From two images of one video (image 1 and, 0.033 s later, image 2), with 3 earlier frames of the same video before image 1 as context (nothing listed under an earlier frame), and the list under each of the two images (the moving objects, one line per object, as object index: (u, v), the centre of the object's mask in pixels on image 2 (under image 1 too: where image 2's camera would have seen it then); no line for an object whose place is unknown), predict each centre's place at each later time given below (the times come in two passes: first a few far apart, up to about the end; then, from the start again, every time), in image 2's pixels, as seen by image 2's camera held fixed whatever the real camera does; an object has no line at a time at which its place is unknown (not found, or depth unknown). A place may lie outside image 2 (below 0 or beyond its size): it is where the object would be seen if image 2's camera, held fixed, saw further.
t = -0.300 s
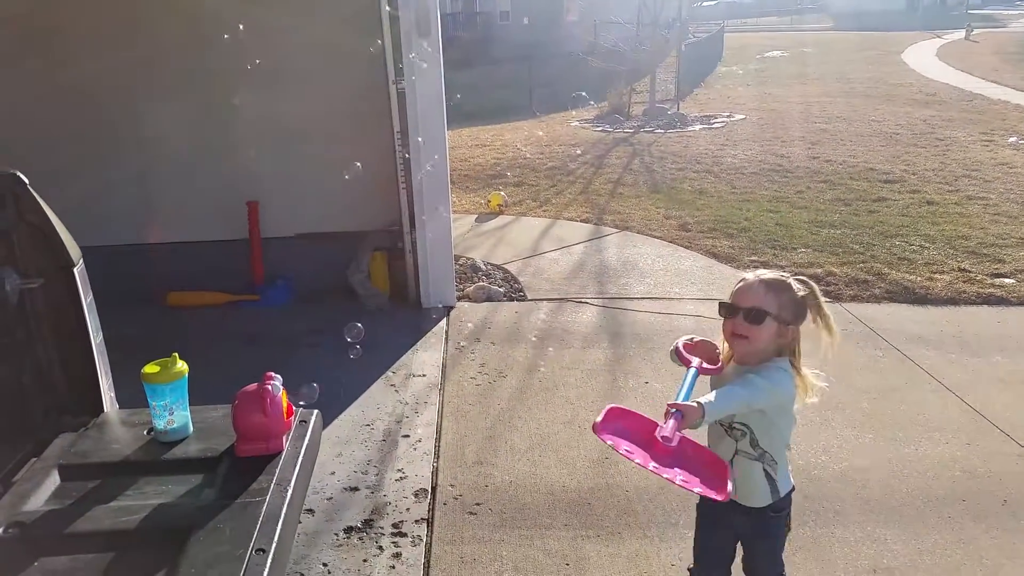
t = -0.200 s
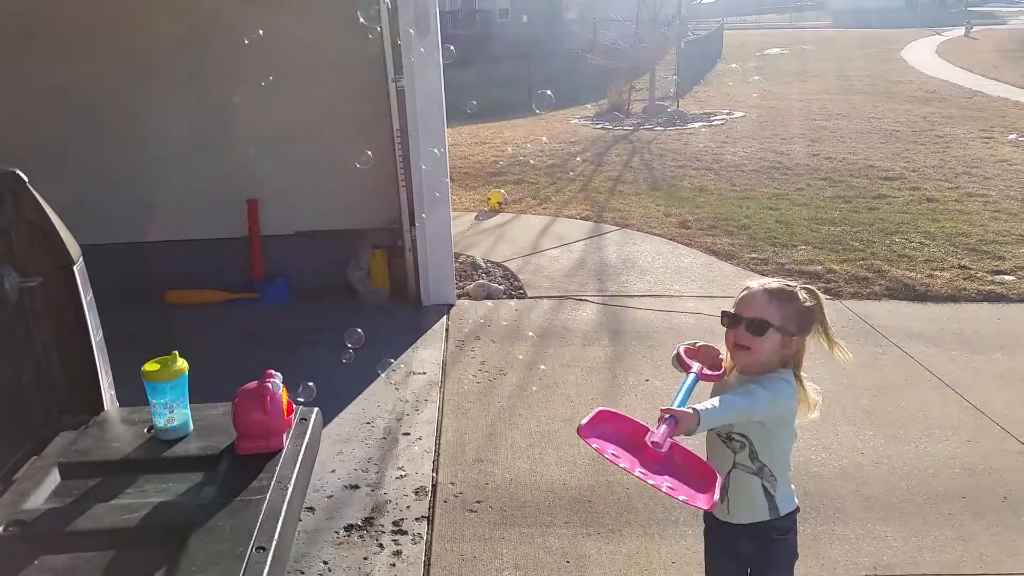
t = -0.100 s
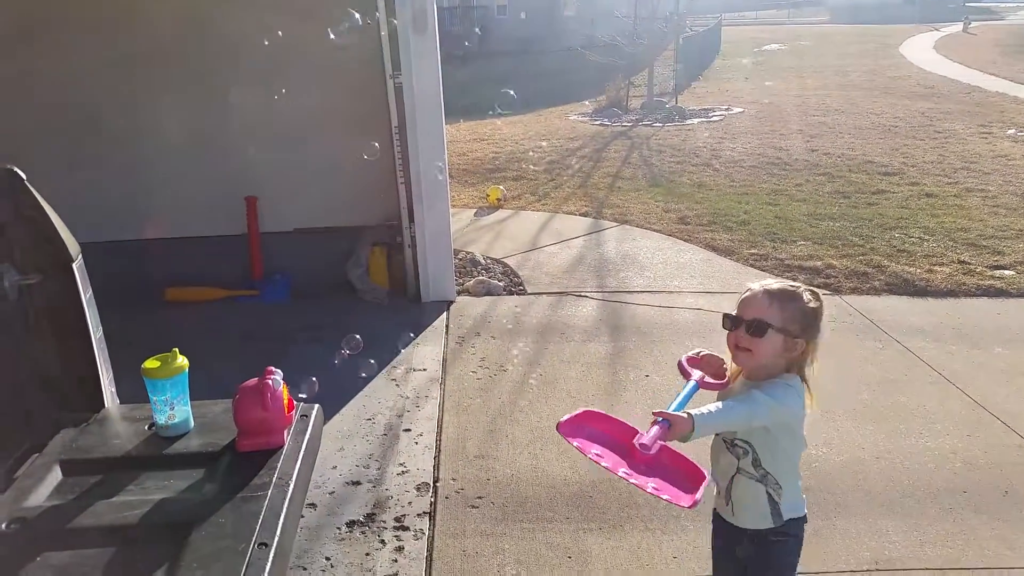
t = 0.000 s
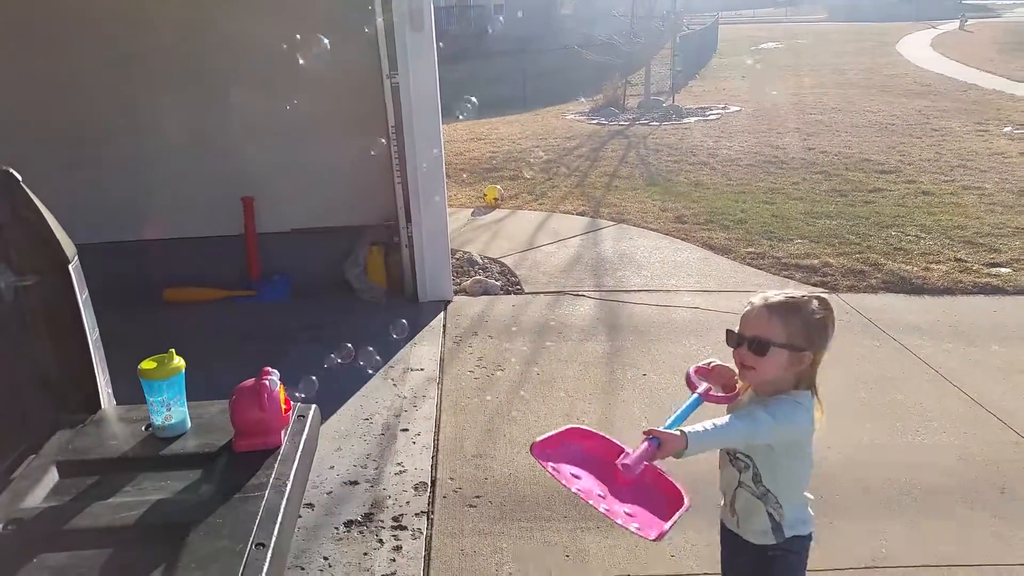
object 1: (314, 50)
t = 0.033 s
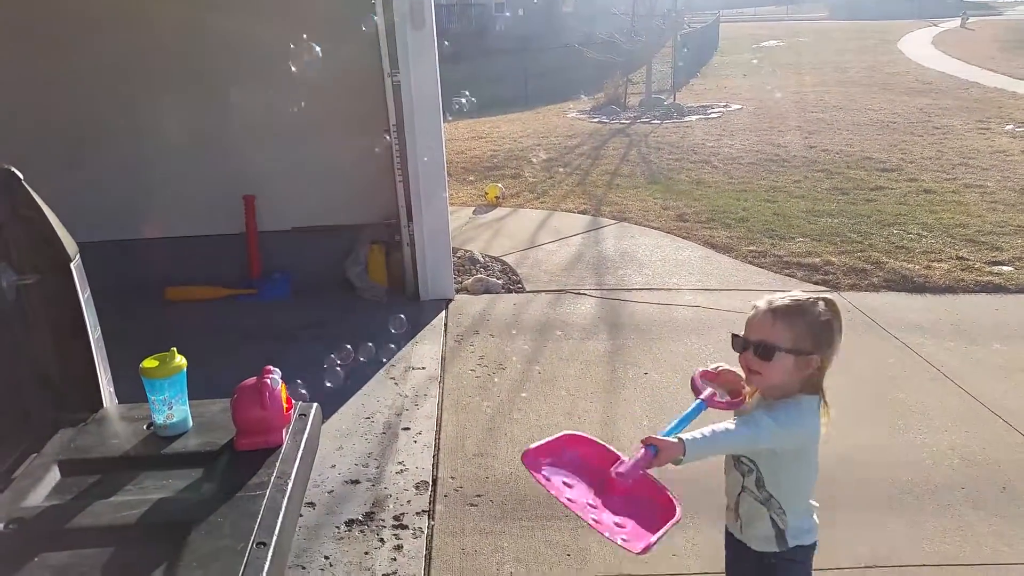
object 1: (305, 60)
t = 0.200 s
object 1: (266, 110)
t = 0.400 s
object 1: (244, 154)
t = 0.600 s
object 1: (237, 179)
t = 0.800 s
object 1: (231, 211)
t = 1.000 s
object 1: (234, 241)
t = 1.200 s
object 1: (243, 253)
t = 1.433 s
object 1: (268, 259)
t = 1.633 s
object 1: (304, 260)
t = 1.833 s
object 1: (316, 285)
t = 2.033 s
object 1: (306, 294)
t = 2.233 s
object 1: (300, 292)
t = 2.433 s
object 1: (302, 306)
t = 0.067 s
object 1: (299, 73)
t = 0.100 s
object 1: (290, 83)
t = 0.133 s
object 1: (281, 90)
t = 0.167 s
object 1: (272, 100)
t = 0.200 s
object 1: (266, 110)
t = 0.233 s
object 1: (258, 121)
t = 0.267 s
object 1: (253, 130)
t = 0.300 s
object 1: (249, 138)
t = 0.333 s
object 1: (247, 144)
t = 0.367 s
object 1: (245, 149)
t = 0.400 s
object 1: (244, 154)
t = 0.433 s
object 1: (244, 158)
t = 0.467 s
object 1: (243, 162)
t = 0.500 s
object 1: (241, 165)
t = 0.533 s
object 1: (240, 169)
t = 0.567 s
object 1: (238, 173)
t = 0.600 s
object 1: (237, 179)
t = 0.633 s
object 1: (242, 182)
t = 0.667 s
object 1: (231, 187)
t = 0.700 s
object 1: (230, 192)
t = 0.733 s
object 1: (231, 200)
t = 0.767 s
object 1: (231, 206)
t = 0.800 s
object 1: (231, 211)
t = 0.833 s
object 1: (230, 216)
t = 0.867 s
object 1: (230, 221)
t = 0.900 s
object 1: (231, 227)
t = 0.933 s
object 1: (232, 232)
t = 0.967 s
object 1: (233, 238)
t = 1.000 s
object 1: (234, 241)
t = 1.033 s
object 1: (234, 244)
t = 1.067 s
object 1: (236, 246)
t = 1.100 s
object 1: (237, 249)
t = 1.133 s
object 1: (239, 250)
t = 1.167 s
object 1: (241, 251)
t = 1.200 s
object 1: (243, 253)
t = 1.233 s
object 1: (245, 255)
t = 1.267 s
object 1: (247, 256)
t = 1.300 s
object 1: (249, 257)
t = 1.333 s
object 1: (252, 258)
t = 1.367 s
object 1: (257, 259)
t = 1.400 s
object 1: (262, 259)
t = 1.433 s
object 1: (268, 259)
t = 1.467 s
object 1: (274, 260)
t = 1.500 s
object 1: (279, 259)
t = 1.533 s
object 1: (285, 259)
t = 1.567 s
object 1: (291, 259)
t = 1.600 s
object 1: (298, 258)
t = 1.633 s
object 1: (304, 260)
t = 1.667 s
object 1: (309, 261)
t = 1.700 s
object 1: (313, 264)
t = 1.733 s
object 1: (315, 269)
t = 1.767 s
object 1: (316, 274)
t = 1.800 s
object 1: (316, 279)
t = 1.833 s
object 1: (316, 285)
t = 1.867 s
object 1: (315, 289)
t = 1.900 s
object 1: (314, 292)
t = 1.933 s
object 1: (313, 294)
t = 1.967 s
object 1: (311, 295)
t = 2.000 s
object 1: (308, 295)
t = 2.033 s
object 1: (306, 294)
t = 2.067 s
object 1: (304, 293)
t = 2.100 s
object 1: (302, 292)
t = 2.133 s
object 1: (301, 291)
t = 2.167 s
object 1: (300, 291)
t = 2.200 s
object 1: (300, 291)
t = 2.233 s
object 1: (300, 292)
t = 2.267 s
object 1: (300, 293)
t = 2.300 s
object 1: (301, 294)
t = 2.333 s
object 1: (302, 296)
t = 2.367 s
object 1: (302, 299)
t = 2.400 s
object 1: (302, 302)
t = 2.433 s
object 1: (302, 306)
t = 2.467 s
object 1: (301, 310)
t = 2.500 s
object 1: (301, 315)
